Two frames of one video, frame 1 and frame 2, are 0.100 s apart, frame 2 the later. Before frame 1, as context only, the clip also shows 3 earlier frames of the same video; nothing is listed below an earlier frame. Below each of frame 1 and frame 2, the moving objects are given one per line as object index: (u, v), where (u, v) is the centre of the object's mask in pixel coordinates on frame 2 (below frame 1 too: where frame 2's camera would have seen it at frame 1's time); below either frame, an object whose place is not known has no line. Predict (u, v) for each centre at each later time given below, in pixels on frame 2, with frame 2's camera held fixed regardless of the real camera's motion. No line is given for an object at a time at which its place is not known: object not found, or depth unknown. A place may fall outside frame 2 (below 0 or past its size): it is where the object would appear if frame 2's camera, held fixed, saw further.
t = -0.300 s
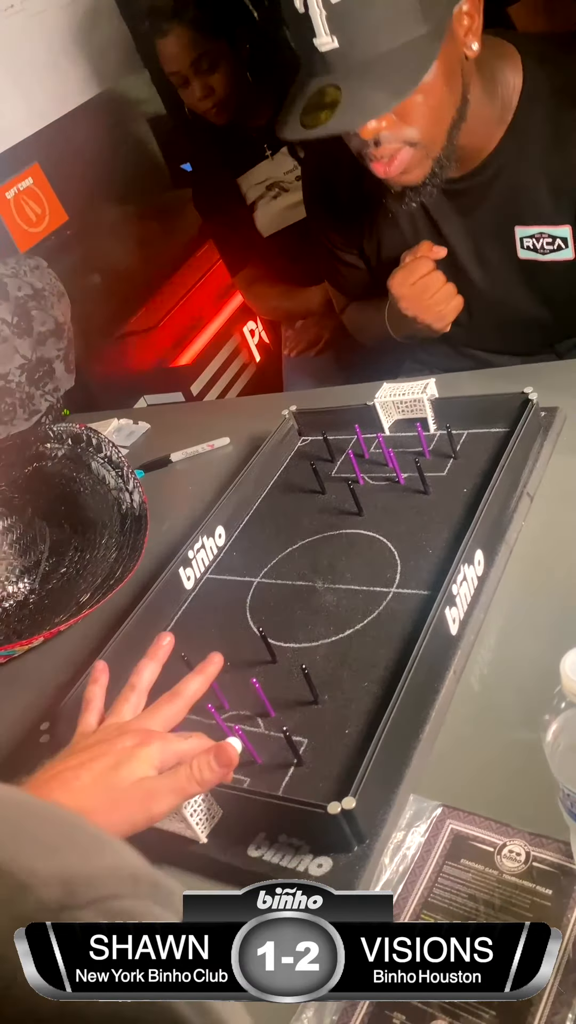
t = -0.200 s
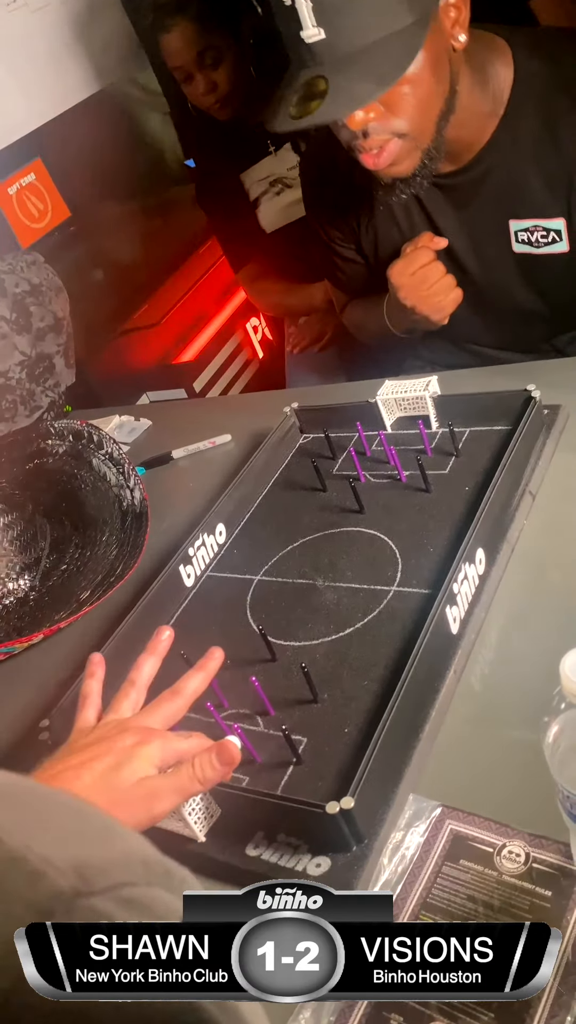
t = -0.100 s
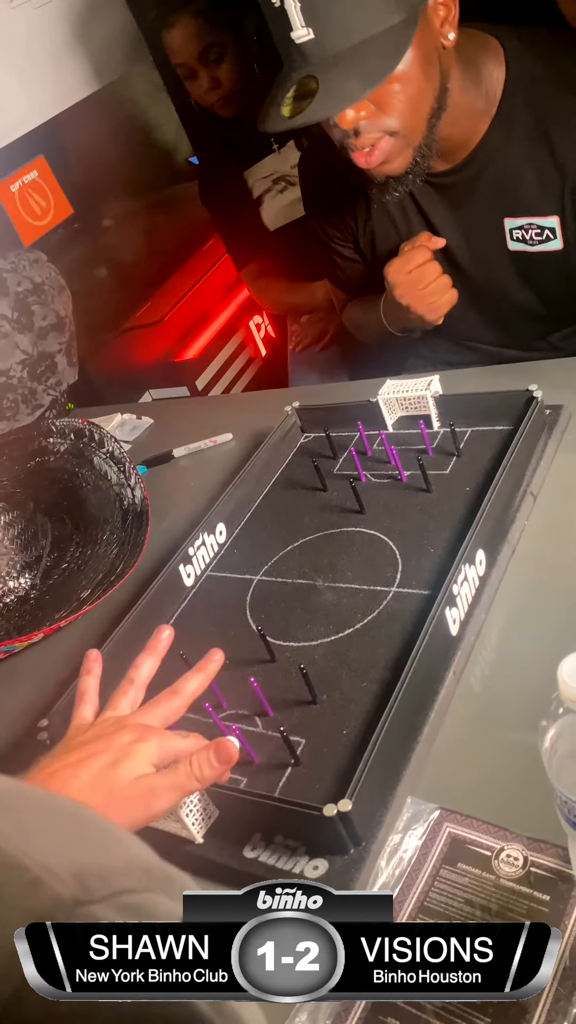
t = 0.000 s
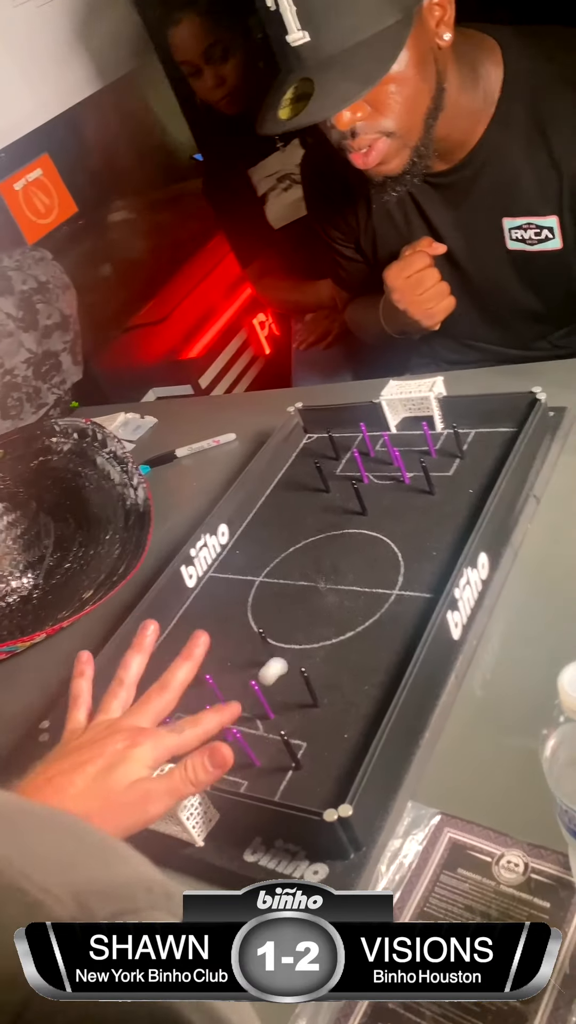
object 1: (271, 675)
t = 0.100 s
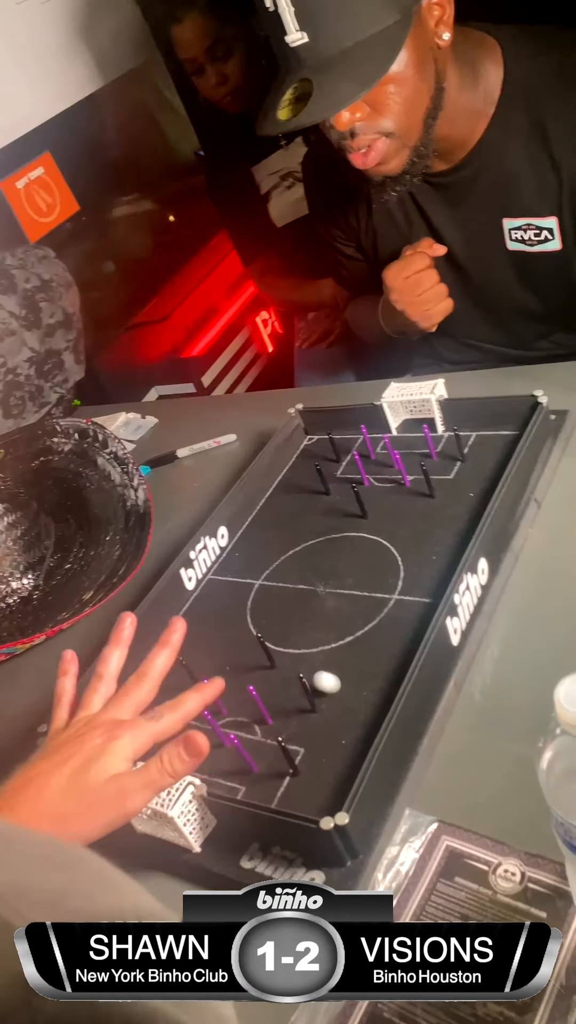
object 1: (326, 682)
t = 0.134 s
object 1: (343, 685)
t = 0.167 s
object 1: (360, 687)
